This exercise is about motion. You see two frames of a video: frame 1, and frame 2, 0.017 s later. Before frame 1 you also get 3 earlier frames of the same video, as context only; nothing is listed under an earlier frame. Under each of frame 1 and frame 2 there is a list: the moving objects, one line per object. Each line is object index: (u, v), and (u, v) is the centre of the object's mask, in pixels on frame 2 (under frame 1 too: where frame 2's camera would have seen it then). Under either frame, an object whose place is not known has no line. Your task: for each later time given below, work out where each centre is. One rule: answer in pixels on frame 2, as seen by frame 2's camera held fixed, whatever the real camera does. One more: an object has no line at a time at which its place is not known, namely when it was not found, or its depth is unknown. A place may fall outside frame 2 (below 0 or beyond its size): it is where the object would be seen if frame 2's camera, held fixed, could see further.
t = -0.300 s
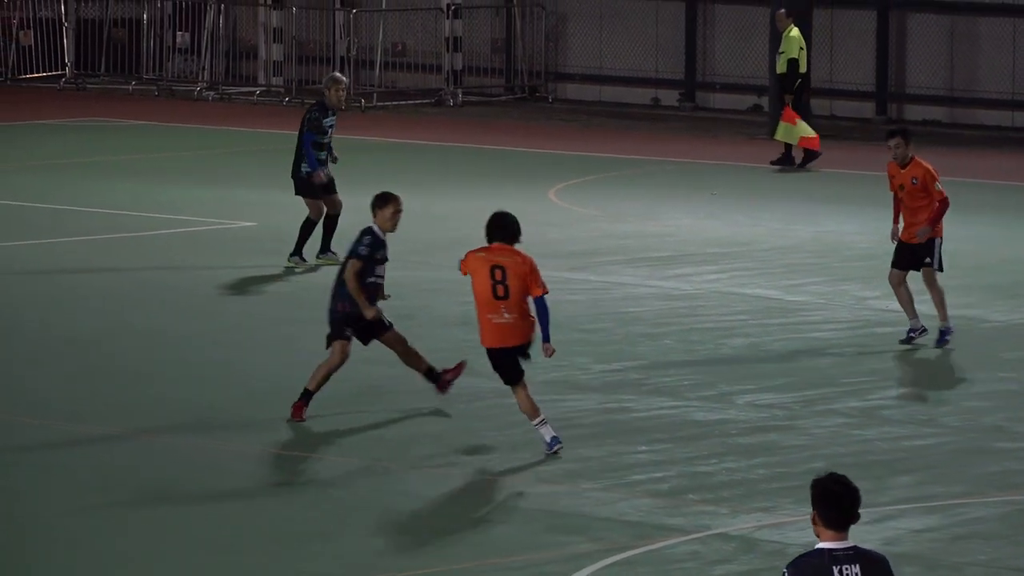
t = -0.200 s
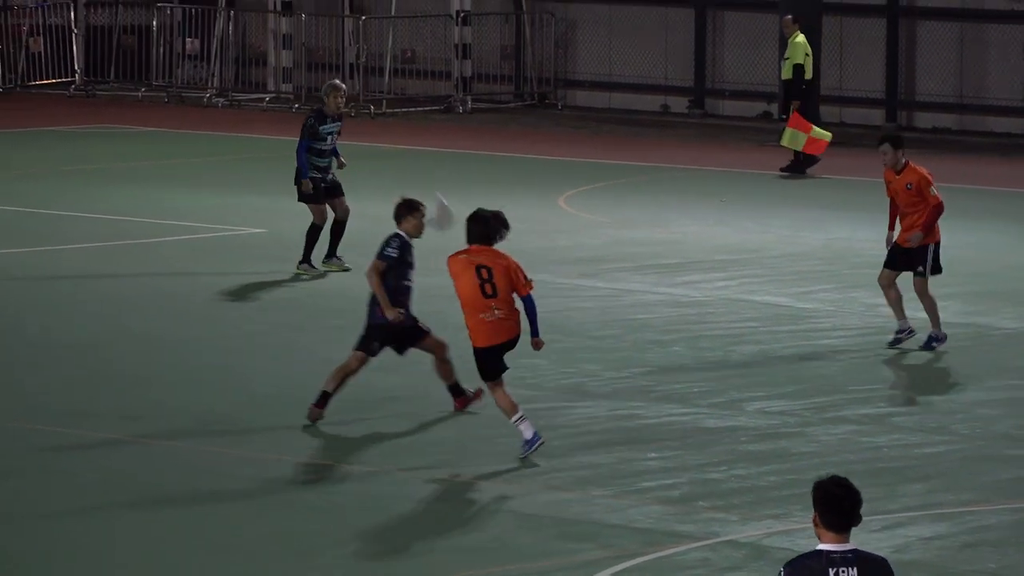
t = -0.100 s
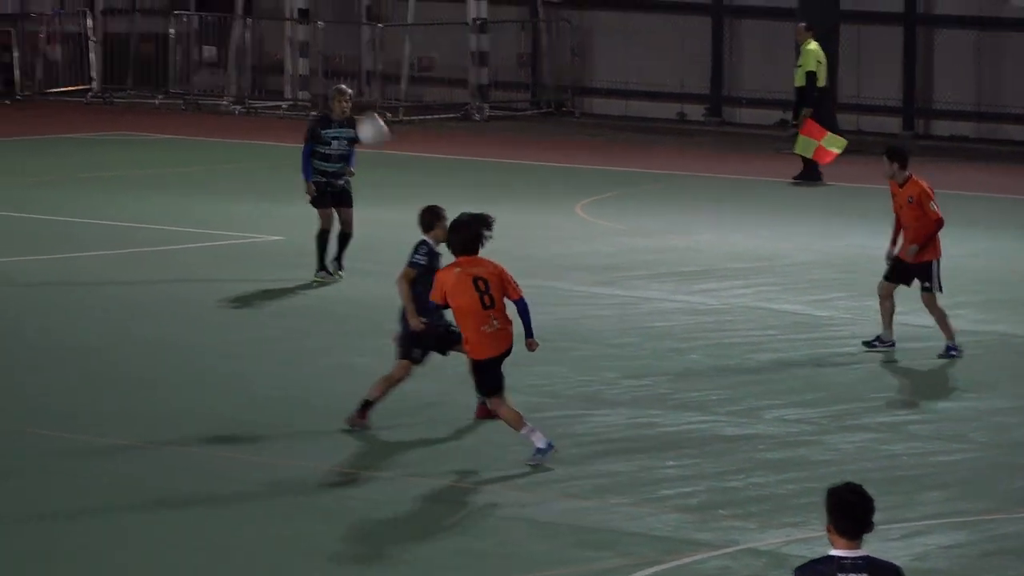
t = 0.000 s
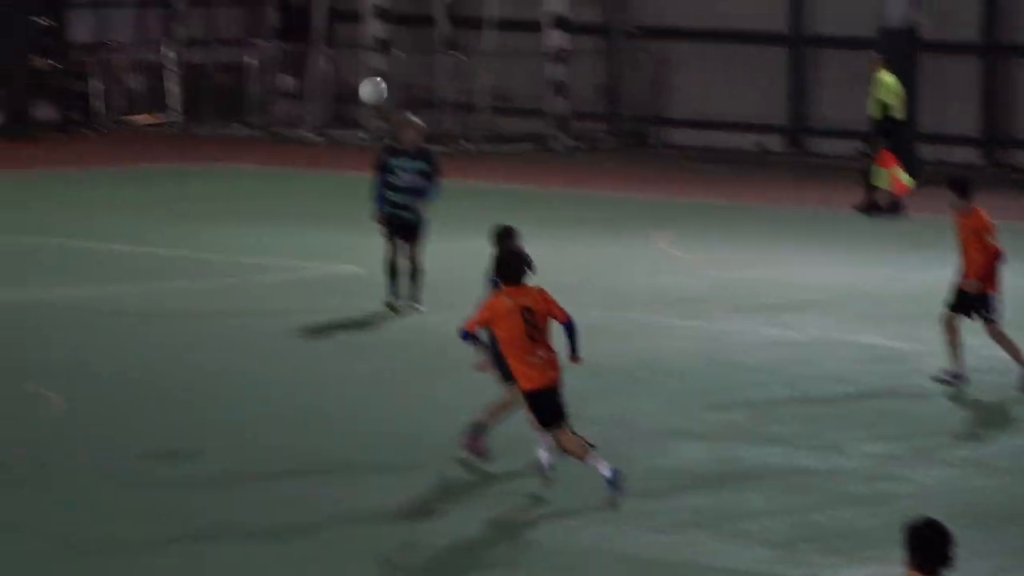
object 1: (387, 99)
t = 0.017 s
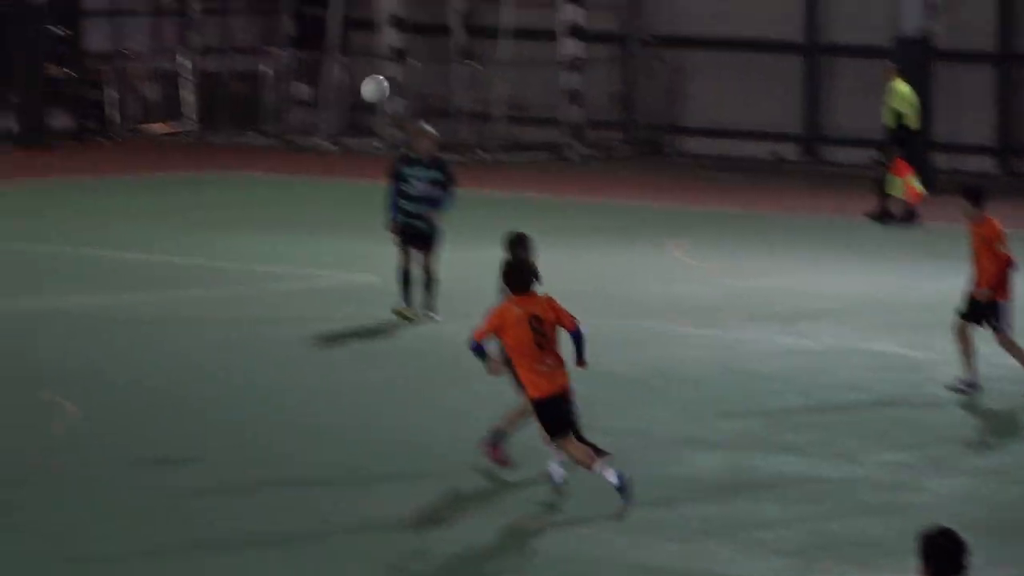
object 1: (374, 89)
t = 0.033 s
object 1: (362, 79)
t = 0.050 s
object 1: (349, 70)
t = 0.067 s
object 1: (336, 60)
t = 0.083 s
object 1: (323, 50)
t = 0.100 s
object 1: (310, 42)
